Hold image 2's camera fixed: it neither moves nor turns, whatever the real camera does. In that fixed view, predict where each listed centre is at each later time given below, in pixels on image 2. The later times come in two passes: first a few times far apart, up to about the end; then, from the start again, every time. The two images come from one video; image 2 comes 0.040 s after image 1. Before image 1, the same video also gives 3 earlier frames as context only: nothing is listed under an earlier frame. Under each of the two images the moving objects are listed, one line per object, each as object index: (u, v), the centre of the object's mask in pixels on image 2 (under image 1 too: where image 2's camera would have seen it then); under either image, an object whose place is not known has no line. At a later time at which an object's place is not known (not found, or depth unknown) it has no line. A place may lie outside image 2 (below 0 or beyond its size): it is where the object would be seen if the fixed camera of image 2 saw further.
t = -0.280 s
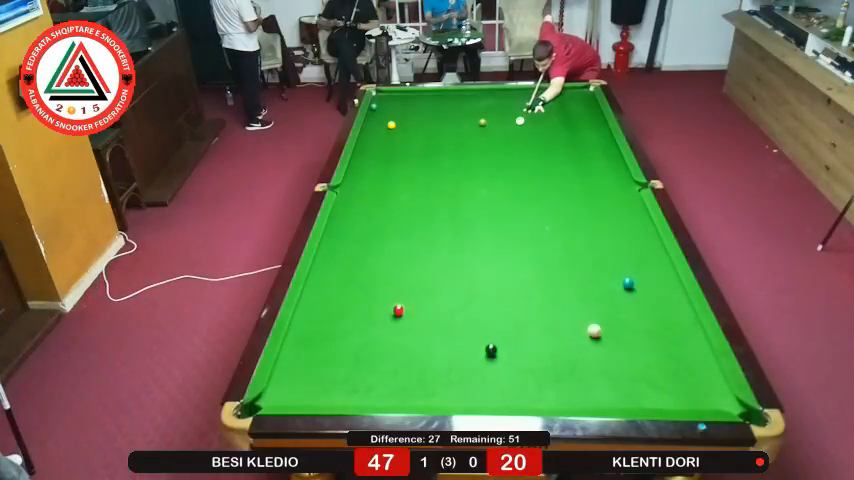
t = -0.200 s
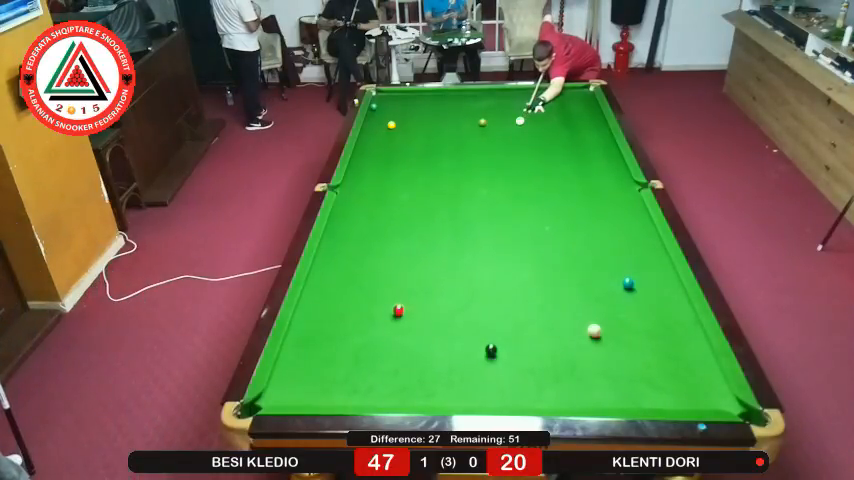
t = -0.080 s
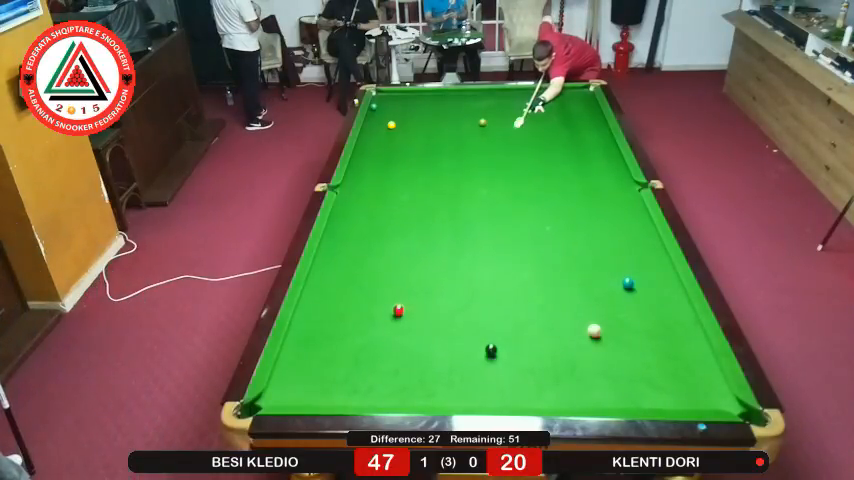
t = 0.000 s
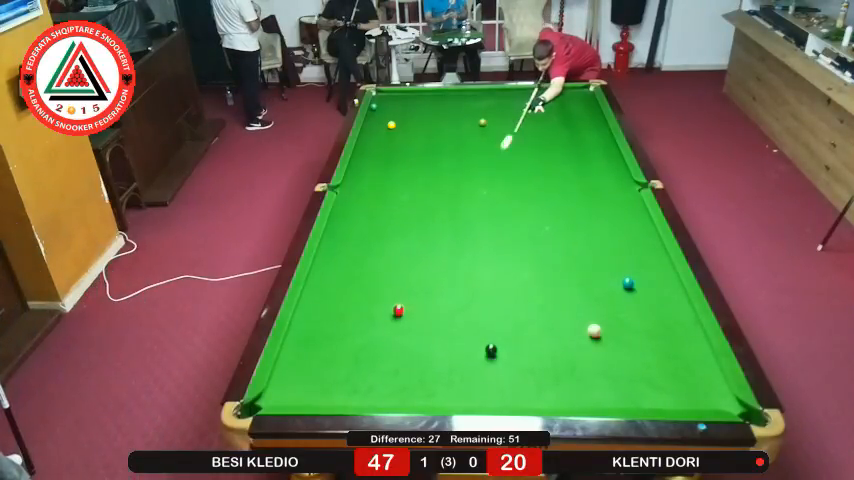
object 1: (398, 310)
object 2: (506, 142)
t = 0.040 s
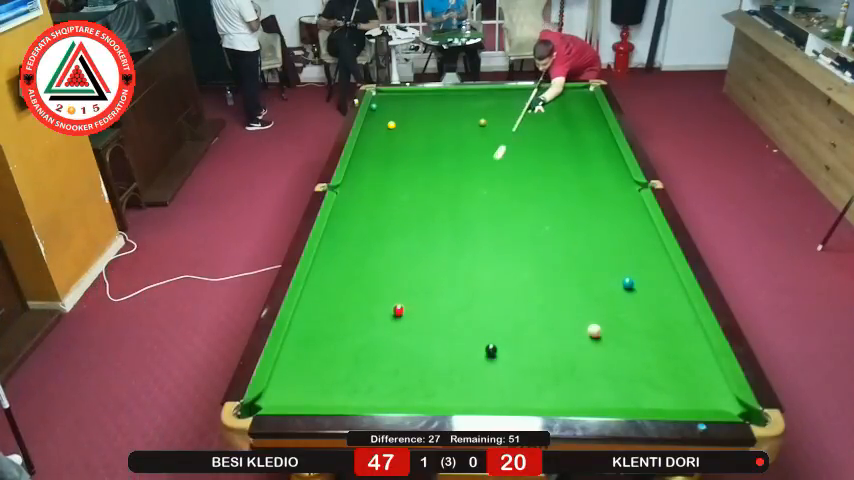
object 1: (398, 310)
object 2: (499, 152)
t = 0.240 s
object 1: (398, 311)
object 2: (461, 213)
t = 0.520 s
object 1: (380, 323)
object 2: (412, 307)
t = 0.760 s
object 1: (267, 398)
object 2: (444, 329)
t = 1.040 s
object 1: (351, 396)
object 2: (482, 356)
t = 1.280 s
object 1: (418, 396)
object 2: (518, 381)
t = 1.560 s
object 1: (494, 397)
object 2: (563, 396)
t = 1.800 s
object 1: (559, 399)
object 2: (599, 380)
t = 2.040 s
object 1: (624, 400)
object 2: (632, 366)
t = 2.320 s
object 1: (700, 402)
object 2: (668, 350)
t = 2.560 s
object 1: (736, 408)
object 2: (696, 338)
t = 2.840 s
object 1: (723, 405)
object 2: (672, 325)
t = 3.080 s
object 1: (713, 402)
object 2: (646, 315)
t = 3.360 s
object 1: (704, 400)
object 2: (618, 304)
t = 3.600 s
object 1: (698, 398)
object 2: (598, 296)
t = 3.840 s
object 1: (694, 396)
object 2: (579, 289)
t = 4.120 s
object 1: (691, 396)
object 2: (560, 281)
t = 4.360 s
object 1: (691, 395)
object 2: (545, 276)
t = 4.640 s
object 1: (692, 395)
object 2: (530, 270)
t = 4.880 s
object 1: (691, 395)
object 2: (518, 265)
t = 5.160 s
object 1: (691, 395)
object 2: (506, 261)
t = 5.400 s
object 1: (692, 395)
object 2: (498, 258)
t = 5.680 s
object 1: (692, 395)
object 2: (488, 254)
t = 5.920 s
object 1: (692, 395)
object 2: (482, 252)
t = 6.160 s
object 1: (692, 395)
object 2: (476, 250)
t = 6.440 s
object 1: (692, 395)
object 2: (471, 248)
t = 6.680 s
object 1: (692, 395)
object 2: (467, 247)
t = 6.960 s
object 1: (692, 395)
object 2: (464, 246)
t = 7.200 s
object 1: (692, 395)
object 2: (462, 246)
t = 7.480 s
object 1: (691, 395)
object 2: (462, 246)
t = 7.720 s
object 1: (692, 395)
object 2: (462, 246)
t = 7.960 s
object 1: (691, 395)
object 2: (462, 246)
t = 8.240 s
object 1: (692, 395)
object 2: (462, 246)
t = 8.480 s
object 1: (692, 395)
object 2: (462, 246)
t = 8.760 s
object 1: (692, 395)
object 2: (462, 246)
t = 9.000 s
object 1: (692, 395)
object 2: (462, 246)
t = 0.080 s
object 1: (398, 310)
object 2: (492, 163)
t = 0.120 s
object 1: (398, 310)
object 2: (485, 175)
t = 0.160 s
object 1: (398, 310)
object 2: (478, 187)
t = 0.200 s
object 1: (398, 311)
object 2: (470, 199)
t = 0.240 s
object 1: (398, 311)
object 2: (461, 213)
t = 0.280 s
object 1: (398, 310)
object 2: (453, 226)
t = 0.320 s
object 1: (398, 310)
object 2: (444, 241)
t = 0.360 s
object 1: (398, 310)
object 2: (435, 255)
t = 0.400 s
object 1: (398, 310)
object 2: (425, 270)
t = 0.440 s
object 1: (398, 311)
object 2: (415, 286)
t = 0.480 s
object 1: (396, 312)
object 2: (407, 301)
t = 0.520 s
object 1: (380, 323)
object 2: (412, 307)
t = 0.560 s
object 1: (361, 338)
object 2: (418, 311)
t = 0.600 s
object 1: (342, 352)
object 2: (423, 314)
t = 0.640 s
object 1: (323, 367)
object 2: (429, 318)
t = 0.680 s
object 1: (303, 382)
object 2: (434, 322)
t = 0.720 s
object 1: (284, 395)
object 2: (439, 325)
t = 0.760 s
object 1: (267, 398)
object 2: (444, 329)
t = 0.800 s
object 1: (275, 396)
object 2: (449, 333)
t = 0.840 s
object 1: (289, 395)
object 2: (455, 336)
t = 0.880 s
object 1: (303, 396)
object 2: (460, 340)
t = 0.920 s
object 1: (316, 396)
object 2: (465, 344)
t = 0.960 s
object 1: (328, 396)
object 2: (471, 348)
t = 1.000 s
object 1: (339, 396)
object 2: (477, 352)
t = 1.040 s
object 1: (351, 396)
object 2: (482, 356)
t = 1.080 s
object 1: (362, 396)
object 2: (488, 360)
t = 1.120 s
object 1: (373, 396)
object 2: (494, 364)
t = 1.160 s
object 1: (384, 397)
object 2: (500, 368)
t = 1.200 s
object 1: (395, 397)
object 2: (506, 372)
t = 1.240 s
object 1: (407, 397)
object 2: (512, 376)
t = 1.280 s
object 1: (418, 396)
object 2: (518, 381)
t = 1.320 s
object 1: (429, 397)
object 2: (524, 385)
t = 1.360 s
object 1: (440, 396)
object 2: (530, 389)
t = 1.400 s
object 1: (451, 397)
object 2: (537, 394)
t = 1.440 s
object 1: (462, 397)
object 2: (543, 397)
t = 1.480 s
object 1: (473, 397)
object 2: (549, 400)
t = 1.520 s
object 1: (483, 397)
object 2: (556, 397)
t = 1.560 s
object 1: (494, 397)
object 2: (563, 396)
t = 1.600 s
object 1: (505, 398)
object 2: (569, 393)
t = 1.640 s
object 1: (516, 398)
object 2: (575, 390)
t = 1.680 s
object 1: (527, 398)
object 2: (581, 388)
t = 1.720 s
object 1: (538, 398)
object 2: (587, 385)
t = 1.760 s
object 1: (548, 399)
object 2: (593, 383)
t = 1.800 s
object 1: (559, 399)
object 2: (599, 380)
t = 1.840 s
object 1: (570, 399)
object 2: (605, 378)
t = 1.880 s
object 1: (581, 399)
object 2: (610, 375)
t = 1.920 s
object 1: (592, 400)
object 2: (616, 373)
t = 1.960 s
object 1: (602, 400)
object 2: (621, 370)
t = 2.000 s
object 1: (613, 400)
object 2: (627, 368)
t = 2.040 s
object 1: (624, 400)
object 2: (632, 366)
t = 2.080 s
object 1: (635, 401)
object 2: (637, 363)
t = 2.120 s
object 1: (646, 401)
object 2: (643, 361)
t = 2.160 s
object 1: (656, 401)
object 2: (648, 359)
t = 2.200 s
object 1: (667, 401)
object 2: (653, 357)
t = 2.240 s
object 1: (678, 402)
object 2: (658, 354)
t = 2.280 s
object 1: (689, 402)
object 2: (663, 352)
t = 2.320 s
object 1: (700, 402)
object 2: (668, 350)
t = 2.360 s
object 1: (710, 403)
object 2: (673, 348)
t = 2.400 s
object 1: (720, 403)
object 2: (678, 346)
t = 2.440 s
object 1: (731, 406)
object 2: (682, 344)
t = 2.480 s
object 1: (737, 407)
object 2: (687, 342)
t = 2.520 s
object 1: (736, 409)
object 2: (692, 340)
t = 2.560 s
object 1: (736, 408)
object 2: (696, 338)
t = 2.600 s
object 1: (737, 407)
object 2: (700, 336)
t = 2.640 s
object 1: (736, 406)
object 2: (696, 334)
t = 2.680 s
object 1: (734, 406)
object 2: (691, 332)
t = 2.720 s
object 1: (730, 405)
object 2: (686, 330)
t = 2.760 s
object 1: (729, 405)
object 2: (681, 328)
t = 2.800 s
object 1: (725, 405)
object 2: (677, 327)
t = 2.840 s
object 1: (723, 405)
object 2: (672, 325)
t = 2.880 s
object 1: (721, 405)
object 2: (667, 323)
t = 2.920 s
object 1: (719, 404)
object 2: (663, 322)
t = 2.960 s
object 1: (717, 404)
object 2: (659, 320)
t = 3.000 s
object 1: (716, 403)
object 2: (654, 318)
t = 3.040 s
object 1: (714, 402)
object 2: (650, 317)
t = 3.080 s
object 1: (713, 402)
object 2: (646, 315)
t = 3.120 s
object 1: (711, 402)
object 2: (641, 313)
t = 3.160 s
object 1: (710, 401)
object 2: (637, 312)
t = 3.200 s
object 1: (709, 401)
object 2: (634, 310)
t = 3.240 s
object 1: (707, 401)
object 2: (630, 309)
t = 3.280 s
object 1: (706, 400)
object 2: (626, 307)
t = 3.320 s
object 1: (705, 400)
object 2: (622, 306)
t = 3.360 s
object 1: (704, 400)
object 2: (618, 304)
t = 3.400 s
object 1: (702, 399)
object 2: (615, 303)
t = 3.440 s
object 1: (701, 399)
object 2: (611, 301)
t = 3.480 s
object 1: (701, 399)
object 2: (608, 300)
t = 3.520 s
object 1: (700, 398)
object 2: (604, 299)
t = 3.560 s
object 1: (699, 398)
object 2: (601, 297)
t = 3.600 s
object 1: (698, 398)
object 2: (598, 296)
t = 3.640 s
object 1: (697, 398)
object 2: (595, 295)
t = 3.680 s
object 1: (697, 397)
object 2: (591, 294)
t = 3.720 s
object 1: (696, 397)
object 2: (588, 292)
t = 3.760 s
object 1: (695, 397)
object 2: (585, 291)
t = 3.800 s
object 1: (695, 397)
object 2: (582, 290)
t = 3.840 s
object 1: (694, 396)
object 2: (579, 289)
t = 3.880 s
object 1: (694, 396)
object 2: (576, 288)
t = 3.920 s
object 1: (693, 396)
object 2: (573, 286)
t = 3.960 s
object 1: (692, 396)
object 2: (571, 285)
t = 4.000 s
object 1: (692, 396)
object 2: (568, 284)
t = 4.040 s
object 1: (692, 396)
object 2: (565, 283)
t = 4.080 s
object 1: (692, 396)
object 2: (563, 282)
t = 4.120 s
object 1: (691, 396)
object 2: (560, 281)
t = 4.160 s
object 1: (691, 396)
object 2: (557, 280)
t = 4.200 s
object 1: (691, 395)
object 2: (555, 279)
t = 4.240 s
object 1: (692, 396)
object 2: (552, 278)
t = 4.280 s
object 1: (691, 395)
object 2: (550, 278)
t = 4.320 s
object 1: (691, 395)
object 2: (547, 277)
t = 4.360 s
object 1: (691, 395)
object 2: (545, 276)
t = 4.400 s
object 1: (691, 395)
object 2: (543, 275)
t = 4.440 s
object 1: (692, 395)
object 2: (541, 274)
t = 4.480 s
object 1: (691, 395)
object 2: (538, 273)
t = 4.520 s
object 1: (691, 395)
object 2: (536, 272)
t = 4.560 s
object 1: (692, 395)
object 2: (534, 272)
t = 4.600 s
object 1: (691, 395)
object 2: (532, 271)
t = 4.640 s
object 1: (692, 395)
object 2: (530, 270)
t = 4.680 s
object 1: (692, 395)
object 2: (528, 269)
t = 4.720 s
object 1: (691, 395)
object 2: (526, 268)
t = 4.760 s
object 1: (691, 395)
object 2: (524, 268)
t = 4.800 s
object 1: (691, 395)
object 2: (522, 267)
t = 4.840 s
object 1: (692, 395)
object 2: (520, 266)
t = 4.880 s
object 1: (691, 395)
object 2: (518, 265)
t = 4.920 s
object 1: (692, 395)
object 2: (517, 265)
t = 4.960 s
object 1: (691, 395)
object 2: (515, 264)
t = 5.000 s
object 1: (691, 395)
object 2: (513, 263)
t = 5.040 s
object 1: (691, 395)
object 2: (511, 263)
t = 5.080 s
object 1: (692, 395)
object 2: (510, 262)
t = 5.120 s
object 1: (692, 395)
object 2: (508, 262)
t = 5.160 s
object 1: (691, 395)
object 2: (506, 261)
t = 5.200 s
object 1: (691, 395)
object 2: (505, 261)
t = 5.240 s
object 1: (692, 395)
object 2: (503, 260)
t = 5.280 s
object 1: (692, 395)
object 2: (502, 259)
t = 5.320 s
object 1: (692, 395)
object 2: (500, 259)
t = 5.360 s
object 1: (692, 395)
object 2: (499, 258)
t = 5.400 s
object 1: (692, 395)
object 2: (498, 258)
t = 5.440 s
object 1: (692, 395)
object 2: (496, 257)
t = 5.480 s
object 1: (692, 395)
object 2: (495, 257)
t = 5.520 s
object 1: (692, 395)
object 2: (493, 256)
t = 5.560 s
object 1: (692, 395)
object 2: (492, 256)
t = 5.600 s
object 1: (692, 395)
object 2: (491, 255)
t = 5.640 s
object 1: (692, 395)
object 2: (490, 255)
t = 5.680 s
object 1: (692, 395)
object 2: (488, 254)
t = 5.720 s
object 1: (692, 396)
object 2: (487, 254)
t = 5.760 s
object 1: (692, 395)
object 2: (486, 254)
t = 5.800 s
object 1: (692, 395)
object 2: (485, 253)
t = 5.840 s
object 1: (692, 395)
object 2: (484, 253)
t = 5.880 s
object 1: (692, 395)
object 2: (483, 252)
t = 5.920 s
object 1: (692, 395)
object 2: (482, 252)
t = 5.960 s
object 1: (692, 395)
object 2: (481, 252)
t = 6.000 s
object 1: (692, 395)
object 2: (480, 252)
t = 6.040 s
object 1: (692, 395)
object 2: (479, 251)
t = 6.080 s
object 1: (692, 395)
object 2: (478, 251)
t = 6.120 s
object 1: (692, 395)
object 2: (477, 250)
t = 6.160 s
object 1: (692, 395)
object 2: (476, 250)
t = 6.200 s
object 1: (691, 395)
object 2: (475, 250)
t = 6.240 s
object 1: (691, 395)
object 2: (474, 250)
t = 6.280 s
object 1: (692, 395)
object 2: (474, 249)
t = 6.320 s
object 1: (692, 395)
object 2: (473, 249)
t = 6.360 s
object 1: (691, 395)
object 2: (472, 249)
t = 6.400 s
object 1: (692, 395)
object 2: (471, 249)
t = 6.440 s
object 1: (692, 395)
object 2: (471, 248)
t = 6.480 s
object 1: (692, 395)
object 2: (470, 248)
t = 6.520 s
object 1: (692, 395)
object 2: (469, 248)
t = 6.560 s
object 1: (692, 395)
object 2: (469, 248)
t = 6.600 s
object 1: (692, 395)
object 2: (468, 247)
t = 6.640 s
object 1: (692, 395)
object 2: (467, 247)
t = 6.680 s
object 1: (692, 395)
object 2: (467, 247)
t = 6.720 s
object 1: (691, 395)
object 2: (467, 247)
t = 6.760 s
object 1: (692, 395)
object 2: (466, 247)
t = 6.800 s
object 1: (692, 395)
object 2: (466, 247)
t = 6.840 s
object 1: (692, 395)
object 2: (465, 247)
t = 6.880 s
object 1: (692, 395)
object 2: (465, 247)
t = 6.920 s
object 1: (692, 395)
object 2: (464, 246)
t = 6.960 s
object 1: (692, 395)
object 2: (464, 246)
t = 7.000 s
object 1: (692, 395)
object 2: (464, 246)
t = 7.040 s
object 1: (692, 395)
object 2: (464, 246)
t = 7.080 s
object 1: (692, 395)
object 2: (463, 246)
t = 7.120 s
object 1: (692, 395)
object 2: (463, 246)
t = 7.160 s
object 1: (692, 395)
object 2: (463, 246)
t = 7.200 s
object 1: (692, 395)
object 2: (462, 246)
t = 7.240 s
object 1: (691, 395)
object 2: (462, 246)
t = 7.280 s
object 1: (691, 395)
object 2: (462, 246)
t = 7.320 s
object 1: (691, 395)
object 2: (462, 246)
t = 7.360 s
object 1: (691, 395)
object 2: (462, 246)
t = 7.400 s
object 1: (691, 395)
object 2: (462, 246)
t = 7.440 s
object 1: (691, 395)
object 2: (462, 246)
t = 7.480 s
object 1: (691, 395)
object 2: (462, 246)
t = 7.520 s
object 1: (691, 395)
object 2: (462, 246)
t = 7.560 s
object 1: (691, 395)
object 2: (462, 246)
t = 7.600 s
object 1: (691, 395)
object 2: (462, 246)
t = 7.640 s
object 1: (691, 395)
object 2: (462, 246)
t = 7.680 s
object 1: (691, 395)
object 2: (462, 246)
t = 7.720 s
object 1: (692, 395)
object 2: (462, 246)
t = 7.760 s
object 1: (691, 395)
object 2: (462, 246)
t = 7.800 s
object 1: (691, 395)
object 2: (462, 246)
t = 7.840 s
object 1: (691, 395)
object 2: (462, 246)
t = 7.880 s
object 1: (691, 395)
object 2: (462, 246)
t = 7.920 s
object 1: (691, 395)
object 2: (462, 246)
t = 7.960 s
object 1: (691, 395)
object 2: (462, 246)
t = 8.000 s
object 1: (691, 395)
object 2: (462, 246)
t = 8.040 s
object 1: (692, 395)
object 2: (462, 246)
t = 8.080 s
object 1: (692, 396)
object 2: (462, 246)
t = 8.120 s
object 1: (691, 395)
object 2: (462, 246)
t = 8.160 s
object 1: (691, 395)
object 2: (462, 246)
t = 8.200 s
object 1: (692, 395)
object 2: (462, 246)
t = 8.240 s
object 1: (692, 395)
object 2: (462, 246)
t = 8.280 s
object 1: (692, 396)
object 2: (462, 246)
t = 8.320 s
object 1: (692, 395)
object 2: (462, 246)
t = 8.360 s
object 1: (692, 395)
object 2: (462, 246)
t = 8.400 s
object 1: (691, 395)
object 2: (462, 246)
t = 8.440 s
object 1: (692, 396)
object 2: (462, 246)
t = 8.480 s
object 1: (692, 395)
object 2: (462, 246)
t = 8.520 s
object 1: (692, 395)
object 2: (462, 246)
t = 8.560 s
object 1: (692, 395)
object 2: (462, 246)
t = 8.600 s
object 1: (692, 395)
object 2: (462, 246)
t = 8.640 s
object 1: (692, 395)
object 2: (462, 246)
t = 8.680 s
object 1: (692, 395)
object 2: (462, 246)
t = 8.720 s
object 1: (692, 395)
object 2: (462, 246)
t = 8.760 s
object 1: (692, 395)
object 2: (462, 246)
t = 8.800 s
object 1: (692, 395)
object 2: (462, 246)
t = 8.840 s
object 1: (692, 395)
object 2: (462, 246)
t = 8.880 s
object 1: (692, 395)
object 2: (462, 246)
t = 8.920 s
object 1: (692, 395)
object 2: (462, 246)
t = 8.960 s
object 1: (692, 395)
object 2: (462, 246)
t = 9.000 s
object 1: (692, 395)
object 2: (462, 246)
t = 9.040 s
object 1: (692, 395)
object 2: (462, 246)
